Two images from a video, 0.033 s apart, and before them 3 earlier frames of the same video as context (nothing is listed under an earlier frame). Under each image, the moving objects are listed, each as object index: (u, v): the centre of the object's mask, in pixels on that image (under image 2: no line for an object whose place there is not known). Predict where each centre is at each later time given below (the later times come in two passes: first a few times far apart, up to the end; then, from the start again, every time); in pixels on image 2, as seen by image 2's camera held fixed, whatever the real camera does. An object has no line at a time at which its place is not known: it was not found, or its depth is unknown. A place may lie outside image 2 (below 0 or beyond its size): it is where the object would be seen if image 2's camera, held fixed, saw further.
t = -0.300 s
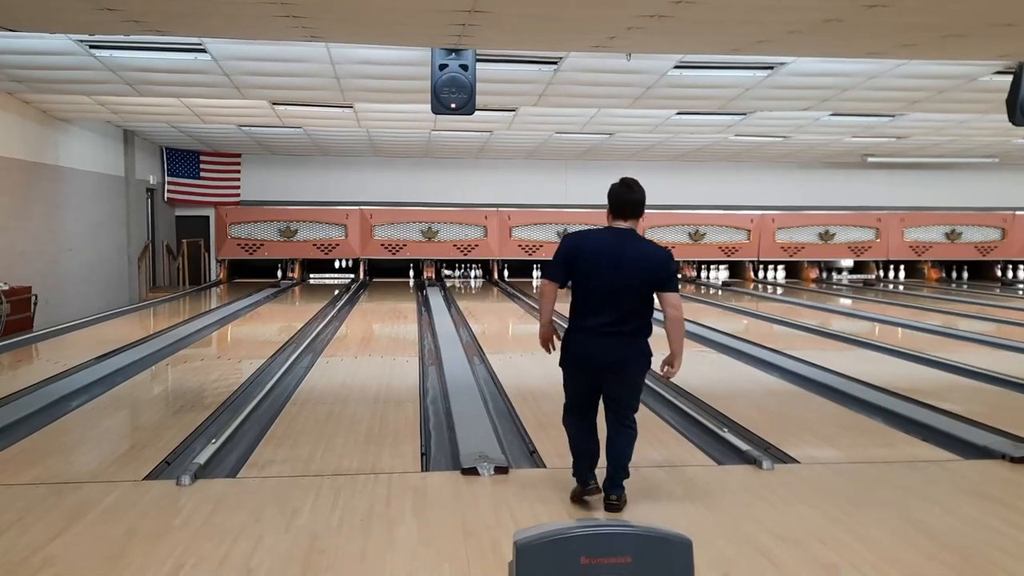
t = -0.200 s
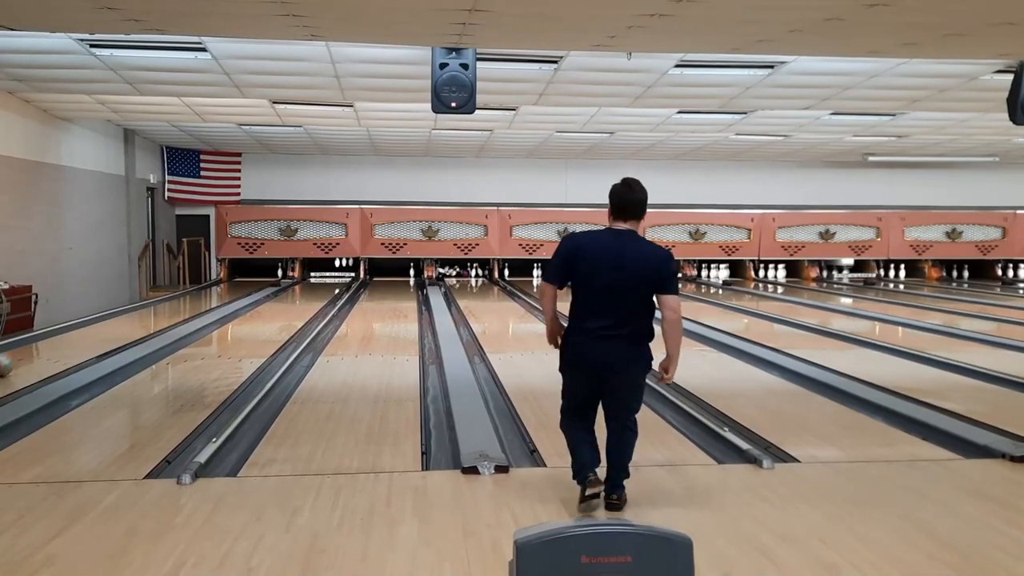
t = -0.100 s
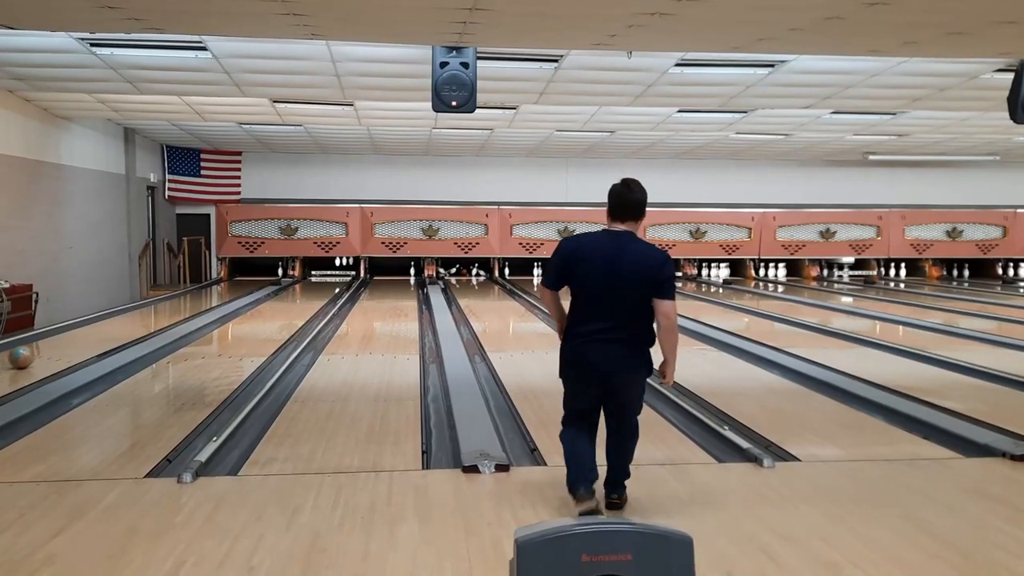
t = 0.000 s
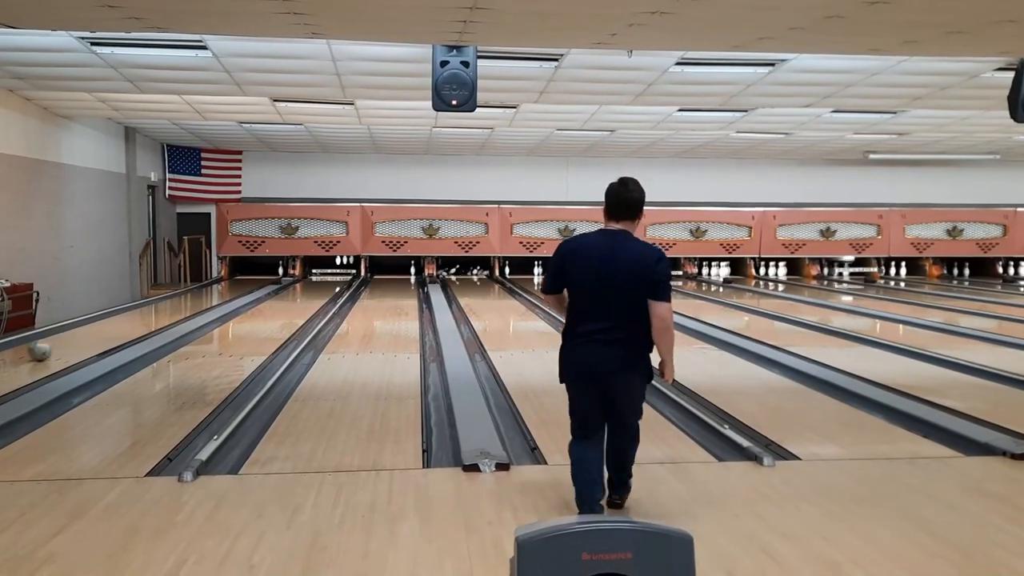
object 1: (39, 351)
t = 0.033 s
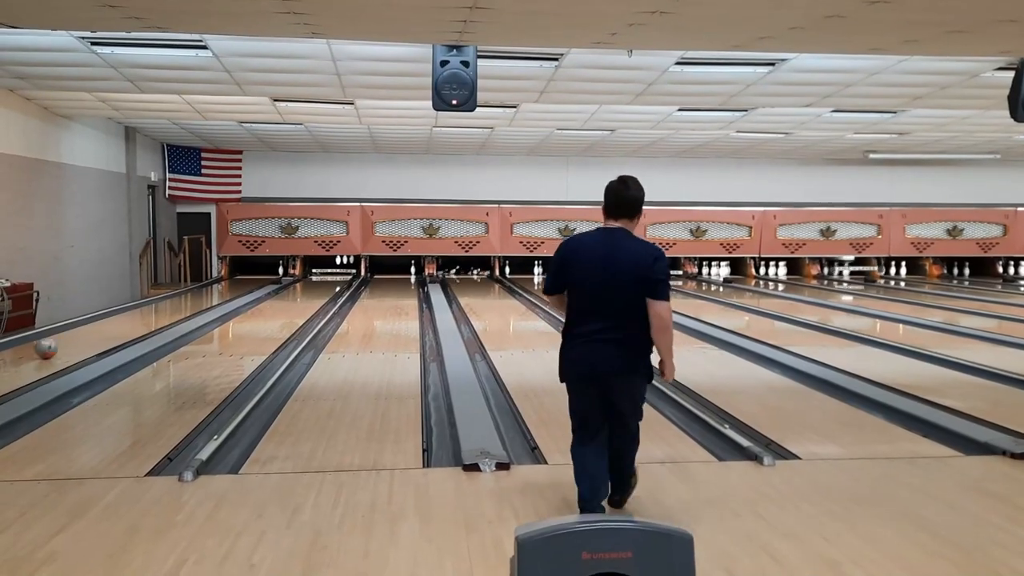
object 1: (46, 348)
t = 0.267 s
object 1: (81, 337)
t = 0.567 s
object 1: (118, 325)
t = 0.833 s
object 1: (144, 317)
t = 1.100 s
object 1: (166, 309)
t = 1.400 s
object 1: (185, 302)
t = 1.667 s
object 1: (201, 297)
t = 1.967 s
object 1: (214, 292)
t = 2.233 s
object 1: (224, 289)
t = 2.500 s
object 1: (233, 286)
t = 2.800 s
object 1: (239, 283)
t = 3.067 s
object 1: (245, 280)
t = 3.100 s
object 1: (246, 280)
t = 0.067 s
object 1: (50, 347)
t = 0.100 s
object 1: (56, 345)
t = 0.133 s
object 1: (61, 343)
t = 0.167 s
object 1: (67, 342)
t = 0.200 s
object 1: (71, 340)
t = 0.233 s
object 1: (76, 339)
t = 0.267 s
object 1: (81, 337)
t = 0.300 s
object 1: (85, 336)
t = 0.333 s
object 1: (90, 334)
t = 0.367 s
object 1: (94, 333)
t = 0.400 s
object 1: (98, 331)
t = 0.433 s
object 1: (102, 330)
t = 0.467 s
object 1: (106, 329)
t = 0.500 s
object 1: (110, 328)
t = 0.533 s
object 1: (114, 326)
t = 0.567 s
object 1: (118, 325)
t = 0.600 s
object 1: (121, 324)
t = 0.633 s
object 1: (124, 323)
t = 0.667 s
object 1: (127, 322)
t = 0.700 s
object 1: (131, 320)
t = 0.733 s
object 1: (134, 319)
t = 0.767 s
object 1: (137, 319)
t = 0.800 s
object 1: (140, 317)
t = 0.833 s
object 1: (144, 317)
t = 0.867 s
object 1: (147, 316)
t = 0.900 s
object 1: (149, 315)
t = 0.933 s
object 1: (153, 314)
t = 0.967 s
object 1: (155, 312)
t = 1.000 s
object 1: (158, 312)
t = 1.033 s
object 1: (160, 311)
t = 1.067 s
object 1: (162, 310)
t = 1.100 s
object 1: (166, 309)
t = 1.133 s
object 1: (168, 308)
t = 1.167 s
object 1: (170, 307)
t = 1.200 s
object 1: (172, 307)
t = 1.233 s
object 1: (175, 306)
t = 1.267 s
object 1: (177, 305)
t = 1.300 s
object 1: (179, 305)
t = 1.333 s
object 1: (181, 304)
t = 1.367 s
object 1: (183, 303)
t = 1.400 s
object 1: (185, 302)
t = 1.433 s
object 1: (188, 301)
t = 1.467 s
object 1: (189, 301)
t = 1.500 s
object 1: (192, 300)
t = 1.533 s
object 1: (194, 300)
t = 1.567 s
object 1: (195, 299)
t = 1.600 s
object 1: (197, 299)
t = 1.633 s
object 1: (199, 298)
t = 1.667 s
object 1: (201, 297)
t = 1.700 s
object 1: (202, 297)
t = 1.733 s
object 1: (204, 296)
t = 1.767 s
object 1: (206, 296)
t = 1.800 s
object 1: (208, 295)
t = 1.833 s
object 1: (209, 294)
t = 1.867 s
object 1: (210, 294)
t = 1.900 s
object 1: (211, 293)
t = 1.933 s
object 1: (212, 293)
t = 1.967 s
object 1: (214, 292)
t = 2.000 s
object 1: (216, 291)
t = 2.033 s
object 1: (217, 291)
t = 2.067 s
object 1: (218, 291)
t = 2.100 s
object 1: (220, 291)
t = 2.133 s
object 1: (222, 290)
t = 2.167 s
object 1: (222, 290)
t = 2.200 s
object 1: (223, 290)
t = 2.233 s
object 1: (224, 289)
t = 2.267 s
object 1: (225, 288)
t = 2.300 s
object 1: (226, 288)
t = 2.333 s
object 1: (227, 288)
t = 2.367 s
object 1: (229, 287)
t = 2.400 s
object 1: (229, 287)
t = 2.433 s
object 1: (230, 287)
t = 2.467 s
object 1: (231, 286)
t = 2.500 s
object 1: (233, 286)
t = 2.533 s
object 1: (234, 286)
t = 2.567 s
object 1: (234, 285)
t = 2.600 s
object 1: (235, 285)
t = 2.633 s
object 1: (236, 285)
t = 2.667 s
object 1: (237, 284)
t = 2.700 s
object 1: (238, 284)
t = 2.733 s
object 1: (238, 283)
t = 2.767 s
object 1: (239, 283)
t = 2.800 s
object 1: (239, 283)
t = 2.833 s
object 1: (240, 282)
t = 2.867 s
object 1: (241, 282)
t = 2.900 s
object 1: (242, 282)
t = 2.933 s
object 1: (242, 281)
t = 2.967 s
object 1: (243, 281)
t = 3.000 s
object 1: (244, 281)
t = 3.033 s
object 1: (244, 281)
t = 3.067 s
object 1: (245, 280)
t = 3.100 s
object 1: (246, 280)
